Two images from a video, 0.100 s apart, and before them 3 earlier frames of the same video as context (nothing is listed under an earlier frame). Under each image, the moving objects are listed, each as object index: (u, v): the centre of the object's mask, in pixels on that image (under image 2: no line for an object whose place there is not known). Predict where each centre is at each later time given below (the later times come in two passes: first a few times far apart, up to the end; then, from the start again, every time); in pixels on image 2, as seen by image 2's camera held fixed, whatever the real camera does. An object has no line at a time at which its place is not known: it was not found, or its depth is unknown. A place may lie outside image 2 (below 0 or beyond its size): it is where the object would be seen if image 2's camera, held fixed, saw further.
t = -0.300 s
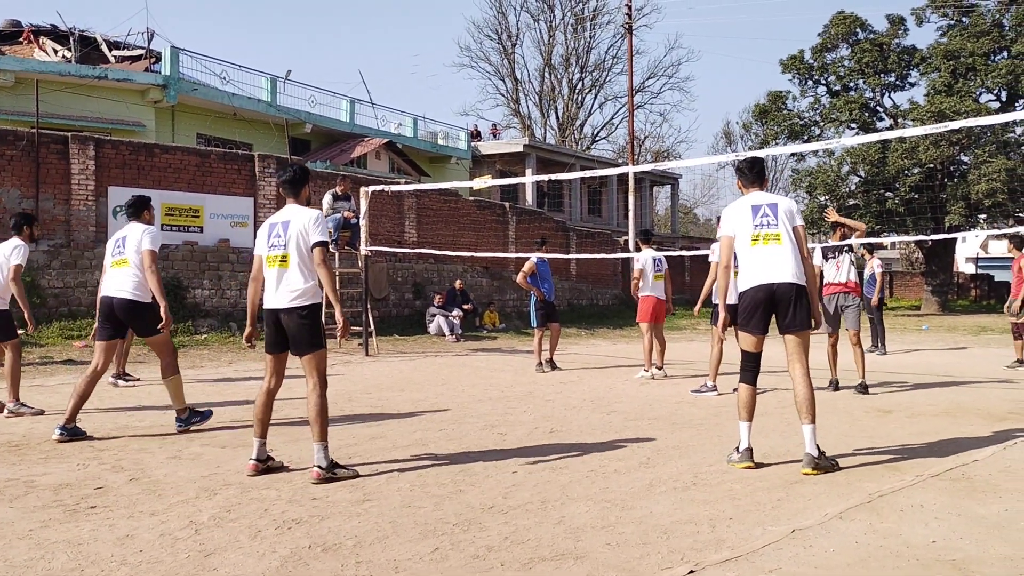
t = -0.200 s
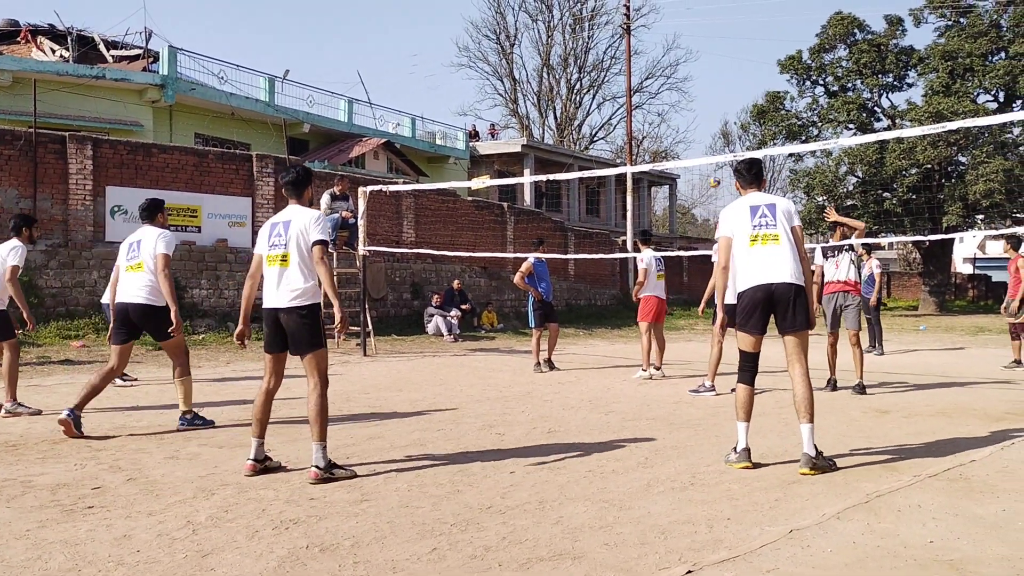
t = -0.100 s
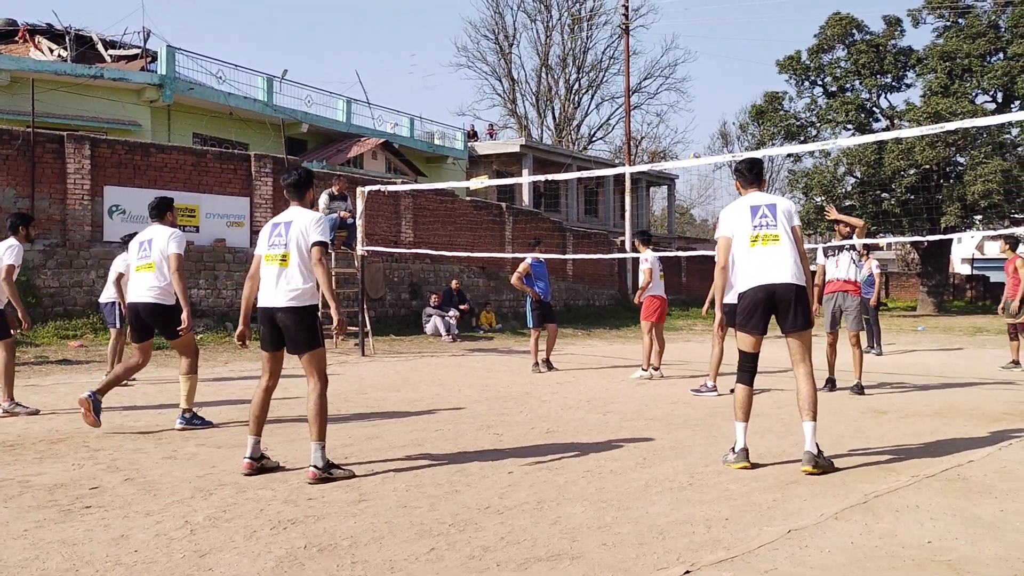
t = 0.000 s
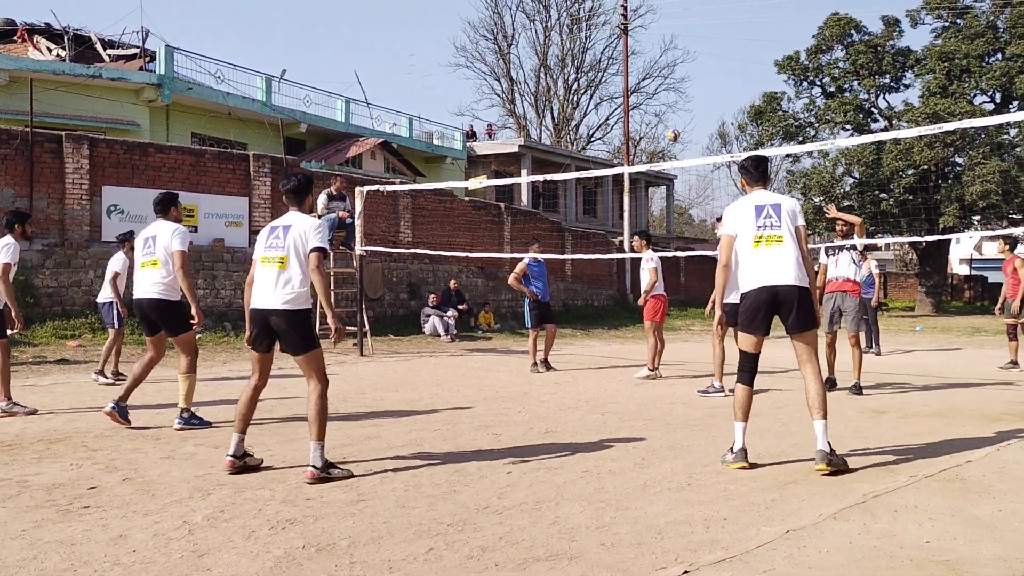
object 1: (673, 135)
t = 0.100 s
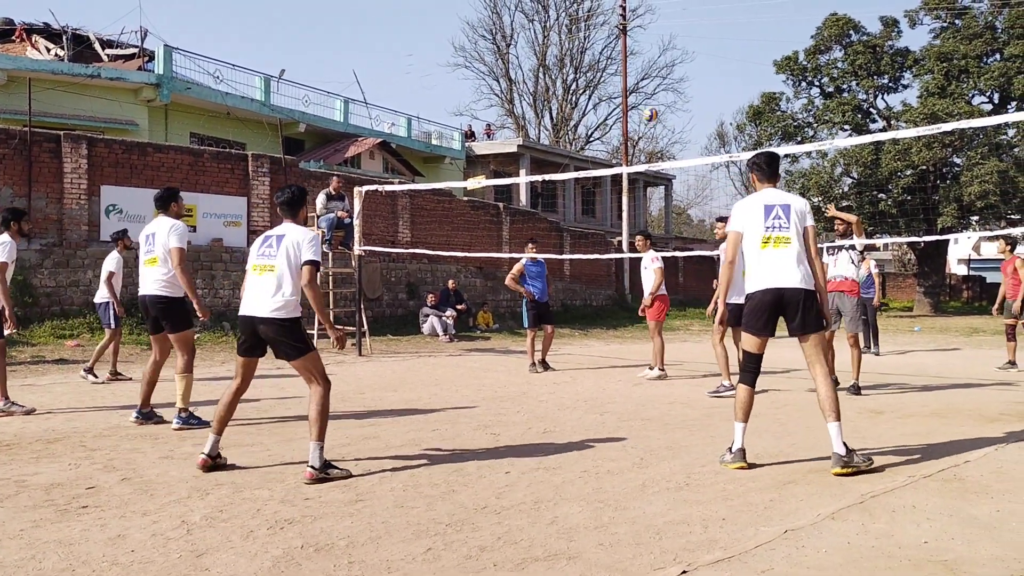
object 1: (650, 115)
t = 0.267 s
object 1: (608, 88)
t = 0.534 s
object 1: (512, 89)
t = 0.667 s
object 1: (434, 127)
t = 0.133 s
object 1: (642, 108)
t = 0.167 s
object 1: (634, 102)
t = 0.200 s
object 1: (626, 97)
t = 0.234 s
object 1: (617, 92)
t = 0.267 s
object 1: (608, 88)
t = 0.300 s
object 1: (599, 85)
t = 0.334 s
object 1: (589, 82)
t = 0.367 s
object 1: (578, 80)
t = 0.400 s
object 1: (567, 80)
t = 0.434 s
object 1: (555, 81)
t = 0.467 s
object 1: (542, 82)
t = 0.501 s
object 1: (527, 85)
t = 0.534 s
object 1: (512, 89)
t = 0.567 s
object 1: (496, 96)
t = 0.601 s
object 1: (478, 104)
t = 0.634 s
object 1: (458, 115)
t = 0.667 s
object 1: (434, 127)
